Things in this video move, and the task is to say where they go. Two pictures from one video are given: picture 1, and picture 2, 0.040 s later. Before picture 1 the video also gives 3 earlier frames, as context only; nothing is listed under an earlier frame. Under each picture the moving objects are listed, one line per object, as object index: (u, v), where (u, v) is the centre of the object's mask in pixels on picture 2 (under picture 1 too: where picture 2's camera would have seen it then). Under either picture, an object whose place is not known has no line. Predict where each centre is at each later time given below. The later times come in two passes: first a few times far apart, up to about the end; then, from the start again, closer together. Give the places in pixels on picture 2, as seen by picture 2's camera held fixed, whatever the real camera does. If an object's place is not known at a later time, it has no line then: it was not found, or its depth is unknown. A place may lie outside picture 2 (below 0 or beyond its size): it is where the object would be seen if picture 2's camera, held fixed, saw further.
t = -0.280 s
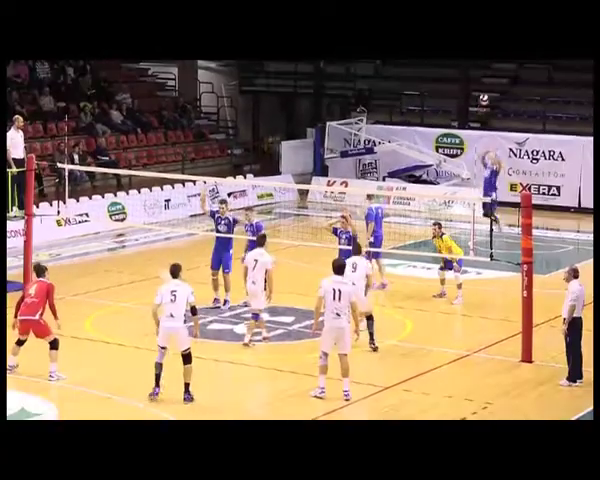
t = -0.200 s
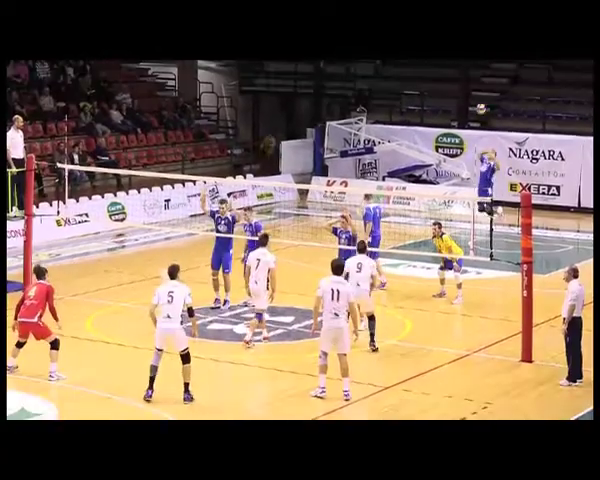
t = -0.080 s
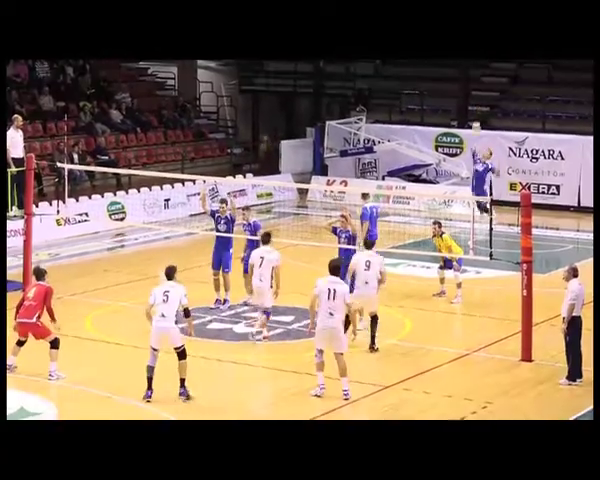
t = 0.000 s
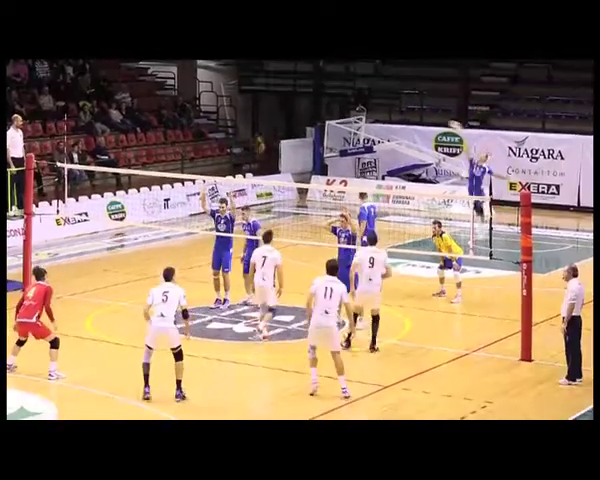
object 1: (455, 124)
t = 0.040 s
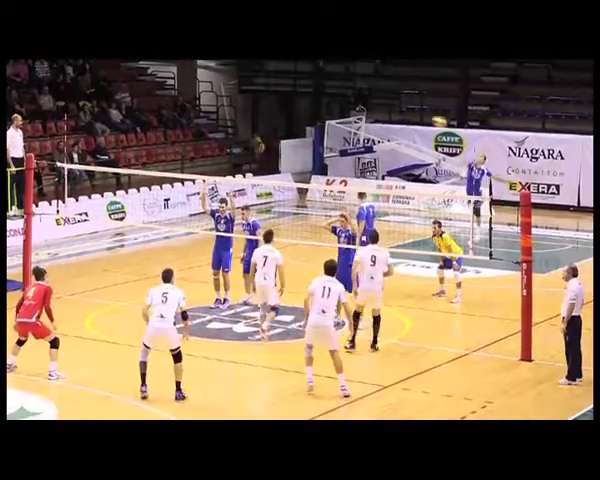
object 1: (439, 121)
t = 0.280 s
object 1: (333, 106)
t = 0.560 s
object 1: (196, 120)
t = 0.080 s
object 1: (422, 117)
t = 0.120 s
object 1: (405, 114)
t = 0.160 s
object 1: (388, 110)
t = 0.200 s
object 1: (370, 108)
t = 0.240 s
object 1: (351, 106)
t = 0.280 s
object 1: (333, 106)
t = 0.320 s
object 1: (314, 105)
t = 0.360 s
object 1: (295, 105)
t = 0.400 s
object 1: (276, 106)
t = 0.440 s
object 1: (257, 108)
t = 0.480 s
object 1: (237, 111)
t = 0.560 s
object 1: (196, 120)
